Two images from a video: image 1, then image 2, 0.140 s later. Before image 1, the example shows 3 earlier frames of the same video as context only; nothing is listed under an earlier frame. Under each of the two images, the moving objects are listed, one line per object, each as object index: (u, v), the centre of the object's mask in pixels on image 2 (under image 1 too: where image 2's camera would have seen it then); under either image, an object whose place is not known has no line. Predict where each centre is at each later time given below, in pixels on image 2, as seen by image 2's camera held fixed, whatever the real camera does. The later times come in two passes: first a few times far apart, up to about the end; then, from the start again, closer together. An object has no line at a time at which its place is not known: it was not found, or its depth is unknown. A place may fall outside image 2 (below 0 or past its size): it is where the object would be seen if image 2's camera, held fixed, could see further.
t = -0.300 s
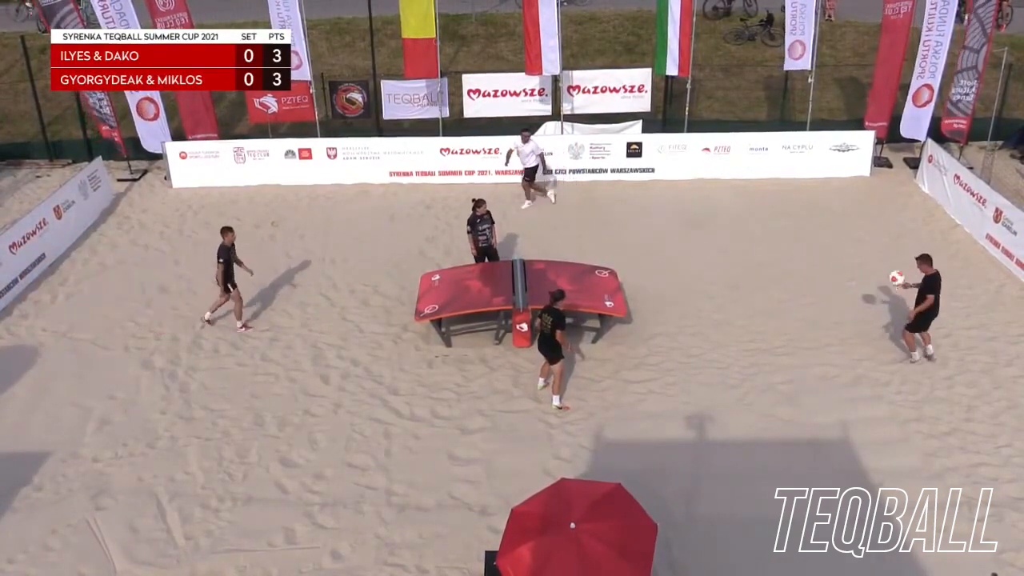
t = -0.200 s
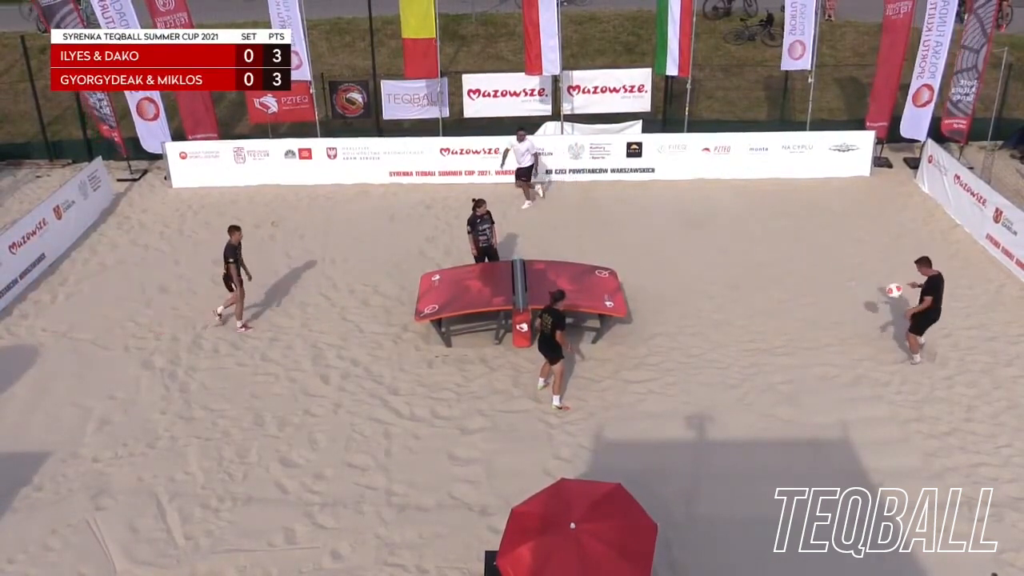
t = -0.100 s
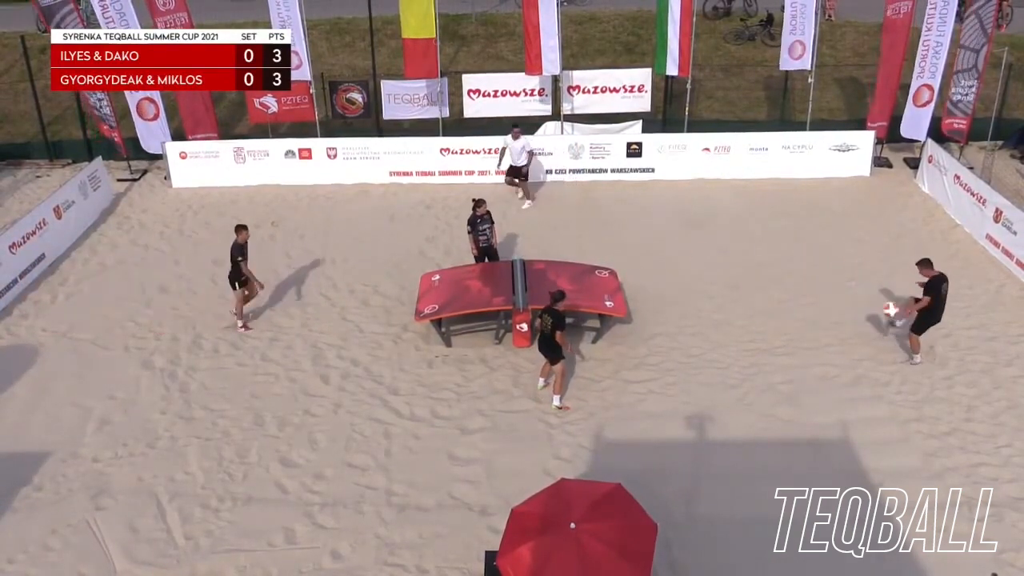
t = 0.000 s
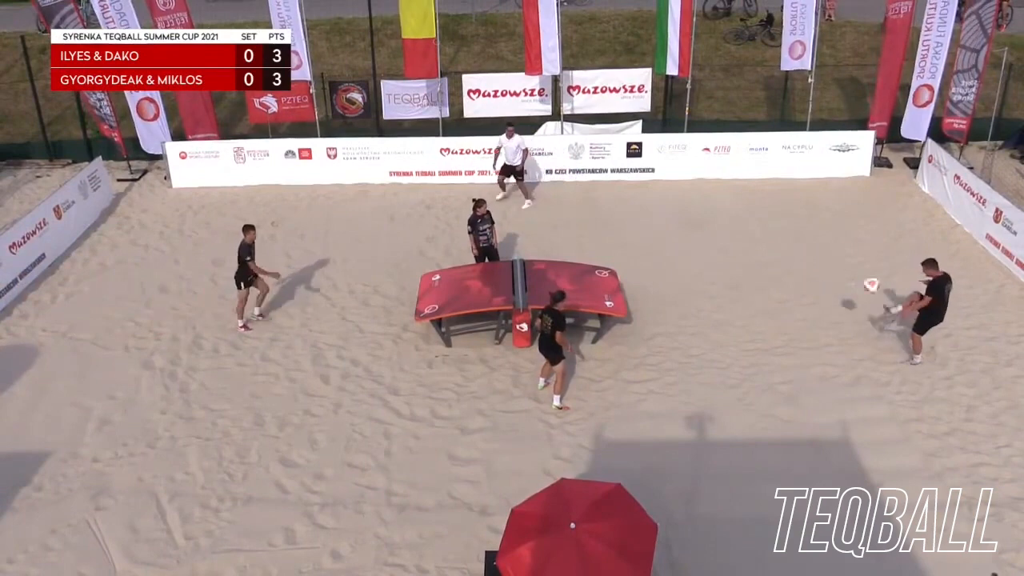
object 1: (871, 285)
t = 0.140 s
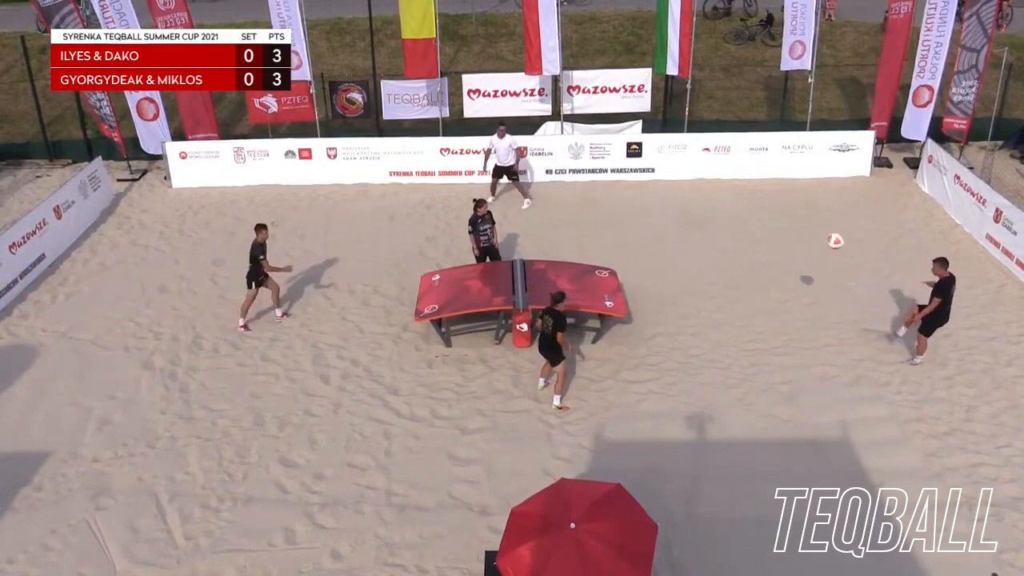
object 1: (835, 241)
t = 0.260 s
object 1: (800, 212)
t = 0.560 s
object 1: (701, 180)
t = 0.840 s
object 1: (600, 210)
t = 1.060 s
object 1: (521, 272)
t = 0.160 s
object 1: (829, 235)
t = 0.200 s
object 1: (818, 225)
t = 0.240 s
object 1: (806, 216)
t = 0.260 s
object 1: (800, 212)
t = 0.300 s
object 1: (788, 204)
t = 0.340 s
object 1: (775, 197)
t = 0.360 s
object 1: (769, 193)
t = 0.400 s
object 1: (756, 189)
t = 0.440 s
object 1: (743, 185)
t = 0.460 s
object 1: (735, 184)
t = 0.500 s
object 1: (721, 181)
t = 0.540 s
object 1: (707, 180)
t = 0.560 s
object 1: (701, 180)
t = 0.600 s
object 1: (686, 180)
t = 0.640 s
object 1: (672, 182)
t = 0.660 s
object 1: (665, 183)
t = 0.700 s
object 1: (650, 187)
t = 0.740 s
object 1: (636, 192)
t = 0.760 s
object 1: (628, 195)
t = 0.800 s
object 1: (614, 201)
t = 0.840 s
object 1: (600, 210)
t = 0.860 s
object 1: (592, 214)
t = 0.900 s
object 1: (578, 223)
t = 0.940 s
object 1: (563, 234)
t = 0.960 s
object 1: (556, 240)
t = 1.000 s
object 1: (542, 251)
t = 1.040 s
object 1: (528, 265)
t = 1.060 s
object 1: (521, 272)
